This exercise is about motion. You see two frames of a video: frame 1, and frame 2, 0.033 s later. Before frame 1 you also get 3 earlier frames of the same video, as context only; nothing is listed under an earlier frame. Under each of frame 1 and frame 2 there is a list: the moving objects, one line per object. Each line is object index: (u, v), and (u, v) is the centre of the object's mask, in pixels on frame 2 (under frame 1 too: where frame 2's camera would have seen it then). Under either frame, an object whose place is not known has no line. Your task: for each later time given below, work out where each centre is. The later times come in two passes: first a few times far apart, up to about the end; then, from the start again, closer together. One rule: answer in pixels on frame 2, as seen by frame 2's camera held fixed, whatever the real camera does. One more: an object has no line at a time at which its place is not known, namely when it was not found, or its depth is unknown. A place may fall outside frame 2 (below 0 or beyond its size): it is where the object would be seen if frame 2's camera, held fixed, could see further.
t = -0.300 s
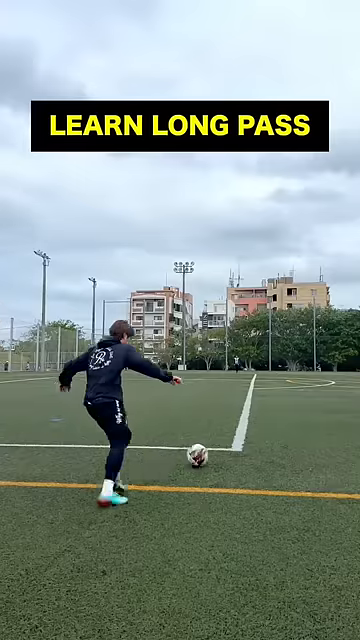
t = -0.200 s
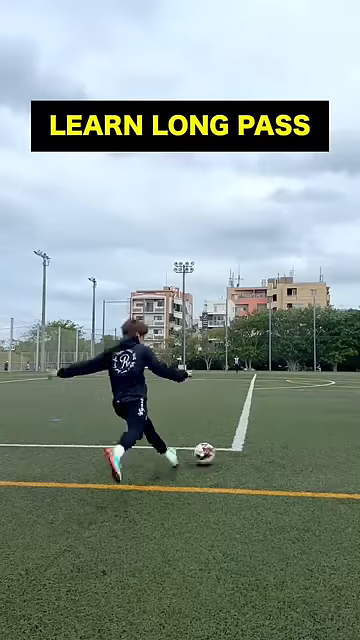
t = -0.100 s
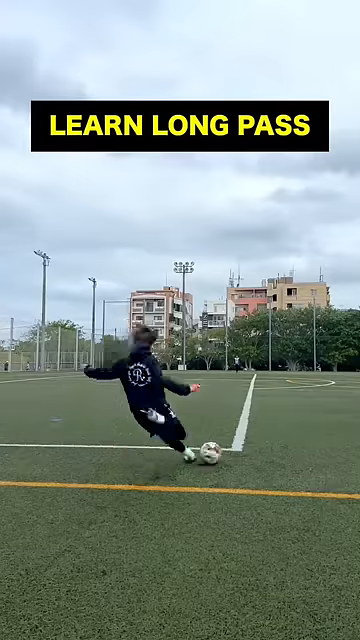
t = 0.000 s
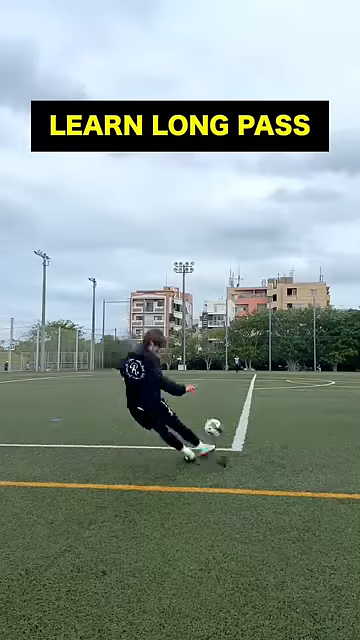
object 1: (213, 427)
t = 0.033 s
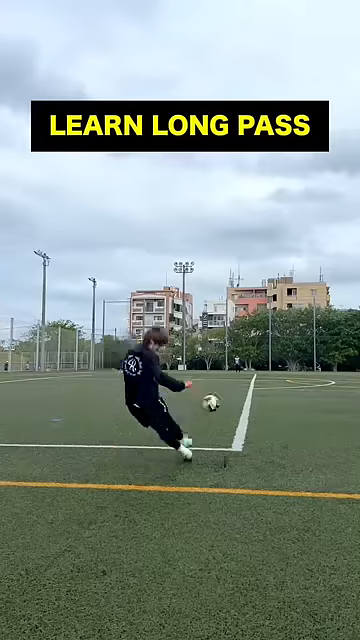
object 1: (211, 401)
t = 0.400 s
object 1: (206, 305)
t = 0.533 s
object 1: (207, 294)
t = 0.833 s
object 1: (211, 283)
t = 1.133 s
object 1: (215, 284)
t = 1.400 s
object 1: (218, 291)
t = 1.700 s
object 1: (220, 302)
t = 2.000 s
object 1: (225, 315)
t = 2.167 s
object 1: (225, 314)
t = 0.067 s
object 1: (209, 384)
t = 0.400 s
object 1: (206, 305)
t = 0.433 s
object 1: (206, 302)
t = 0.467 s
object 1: (206, 299)
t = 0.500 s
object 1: (207, 296)
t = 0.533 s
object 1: (207, 294)
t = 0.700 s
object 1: (209, 286)
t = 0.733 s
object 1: (209, 285)
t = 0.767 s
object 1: (210, 284)
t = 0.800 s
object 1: (210, 284)
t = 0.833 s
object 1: (211, 283)
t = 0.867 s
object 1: (211, 283)
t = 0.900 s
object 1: (211, 282)
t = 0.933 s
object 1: (212, 283)
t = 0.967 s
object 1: (212, 283)
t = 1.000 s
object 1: (213, 283)
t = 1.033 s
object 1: (213, 283)
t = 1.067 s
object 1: (213, 283)
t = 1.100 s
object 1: (214, 284)
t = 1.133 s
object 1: (215, 284)
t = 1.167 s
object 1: (215, 285)
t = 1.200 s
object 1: (215, 285)
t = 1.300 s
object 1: (217, 288)
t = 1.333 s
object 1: (217, 289)
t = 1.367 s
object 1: (217, 290)
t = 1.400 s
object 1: (218, 291)
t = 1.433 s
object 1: (218, 292)
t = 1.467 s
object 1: (218, 293)
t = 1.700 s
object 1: (220, 302)
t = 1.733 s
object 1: (222, 304)
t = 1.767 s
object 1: (222, 305)
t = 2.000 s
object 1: (225, 315)
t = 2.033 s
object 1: (224, 313)
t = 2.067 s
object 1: (224, 313)
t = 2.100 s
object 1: (225, 314)
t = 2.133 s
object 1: (225, 314)
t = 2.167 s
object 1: (225, 314)
